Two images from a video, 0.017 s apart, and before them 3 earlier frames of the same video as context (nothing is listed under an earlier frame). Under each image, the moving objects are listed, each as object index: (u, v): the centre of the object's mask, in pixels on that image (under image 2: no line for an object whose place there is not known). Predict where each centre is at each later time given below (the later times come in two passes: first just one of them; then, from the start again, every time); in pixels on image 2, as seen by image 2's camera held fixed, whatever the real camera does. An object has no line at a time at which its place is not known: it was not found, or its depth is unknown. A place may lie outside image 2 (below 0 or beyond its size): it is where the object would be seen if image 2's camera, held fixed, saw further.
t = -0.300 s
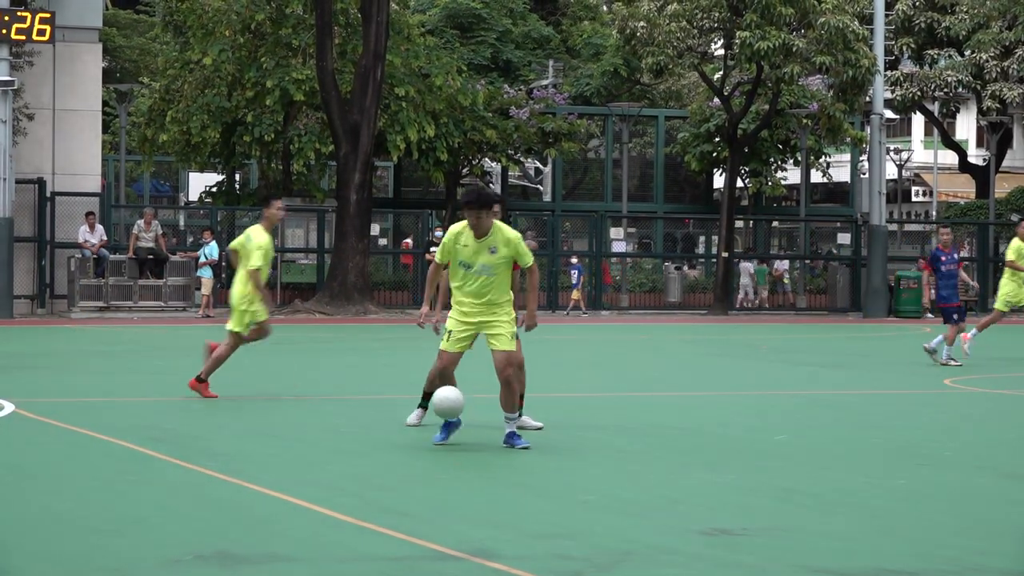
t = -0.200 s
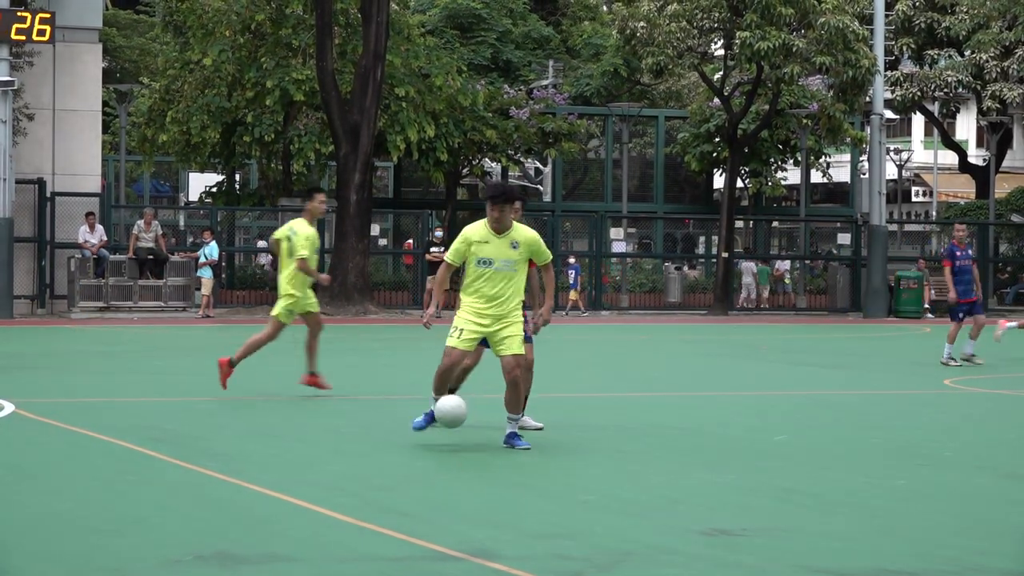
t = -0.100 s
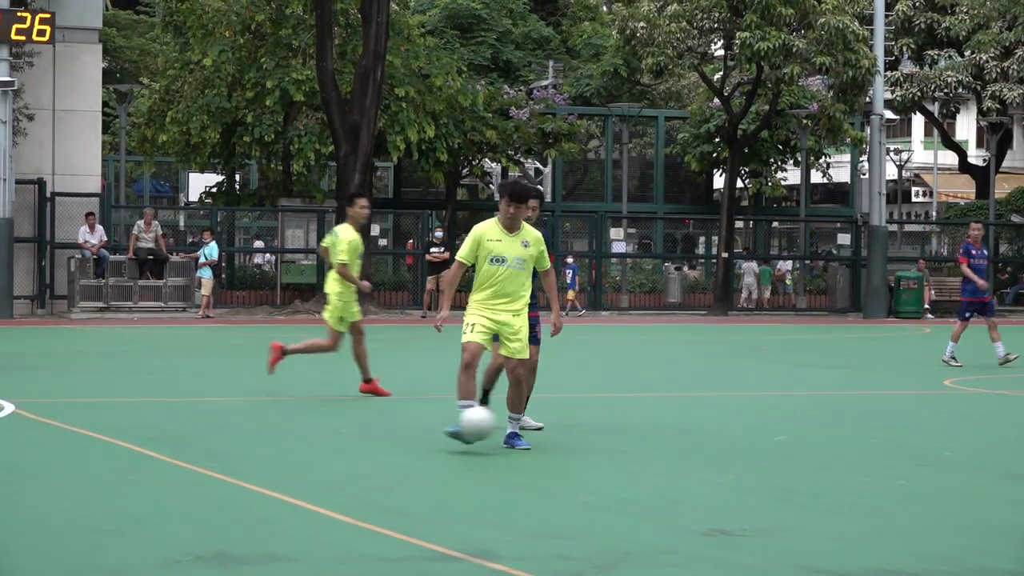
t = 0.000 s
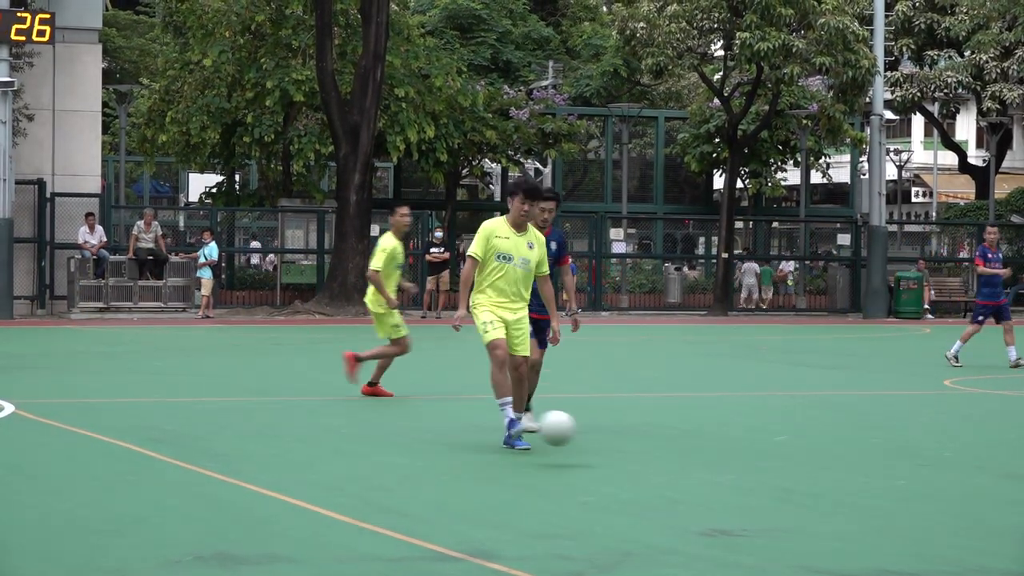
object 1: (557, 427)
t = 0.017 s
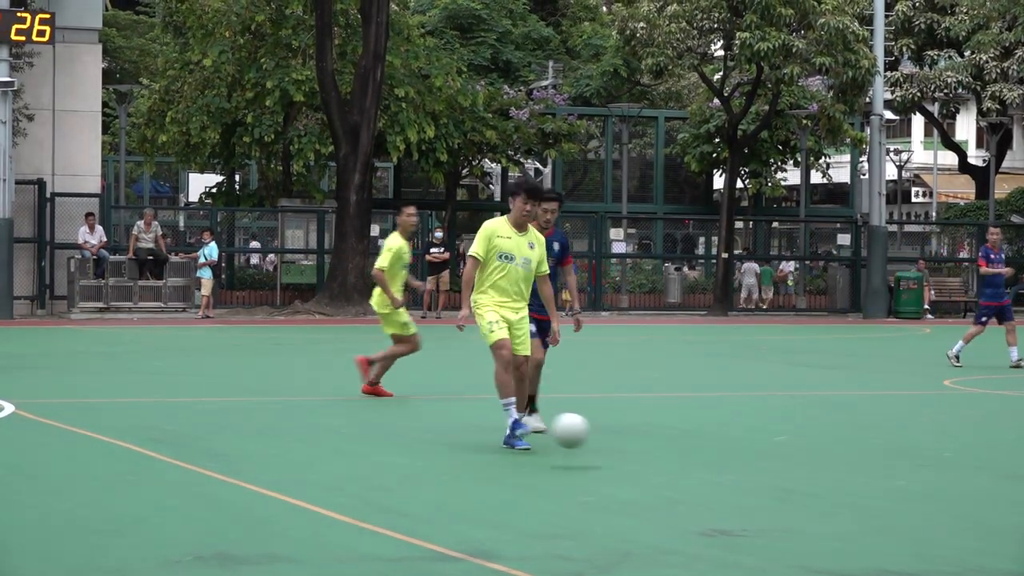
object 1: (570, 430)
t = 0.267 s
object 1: (770, 457)
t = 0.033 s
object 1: (584, 433)
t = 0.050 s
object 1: (598, 436)
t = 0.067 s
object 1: (612, 440)
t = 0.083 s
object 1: (627, 445)
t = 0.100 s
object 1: (641, 450)
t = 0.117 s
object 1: (656, 455)
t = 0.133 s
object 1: (671, 461)
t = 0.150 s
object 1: (685, 461)
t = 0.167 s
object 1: (697, 459)
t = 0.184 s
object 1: (710, 458)
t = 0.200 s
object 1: (723, 456)
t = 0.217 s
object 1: (734, 455)
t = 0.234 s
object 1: (746, 455)
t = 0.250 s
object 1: (758, 455)
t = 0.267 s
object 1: (770, 457)
